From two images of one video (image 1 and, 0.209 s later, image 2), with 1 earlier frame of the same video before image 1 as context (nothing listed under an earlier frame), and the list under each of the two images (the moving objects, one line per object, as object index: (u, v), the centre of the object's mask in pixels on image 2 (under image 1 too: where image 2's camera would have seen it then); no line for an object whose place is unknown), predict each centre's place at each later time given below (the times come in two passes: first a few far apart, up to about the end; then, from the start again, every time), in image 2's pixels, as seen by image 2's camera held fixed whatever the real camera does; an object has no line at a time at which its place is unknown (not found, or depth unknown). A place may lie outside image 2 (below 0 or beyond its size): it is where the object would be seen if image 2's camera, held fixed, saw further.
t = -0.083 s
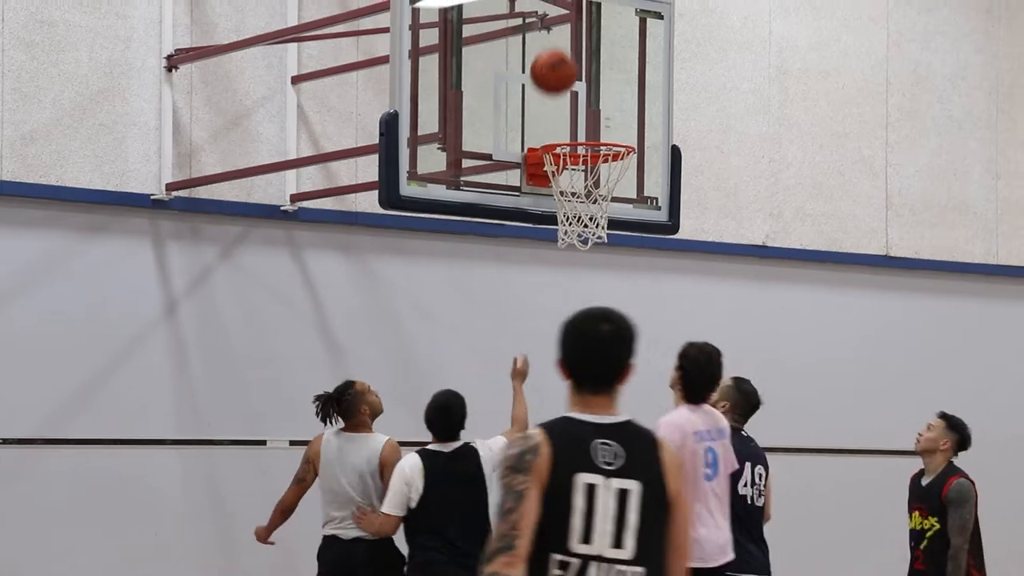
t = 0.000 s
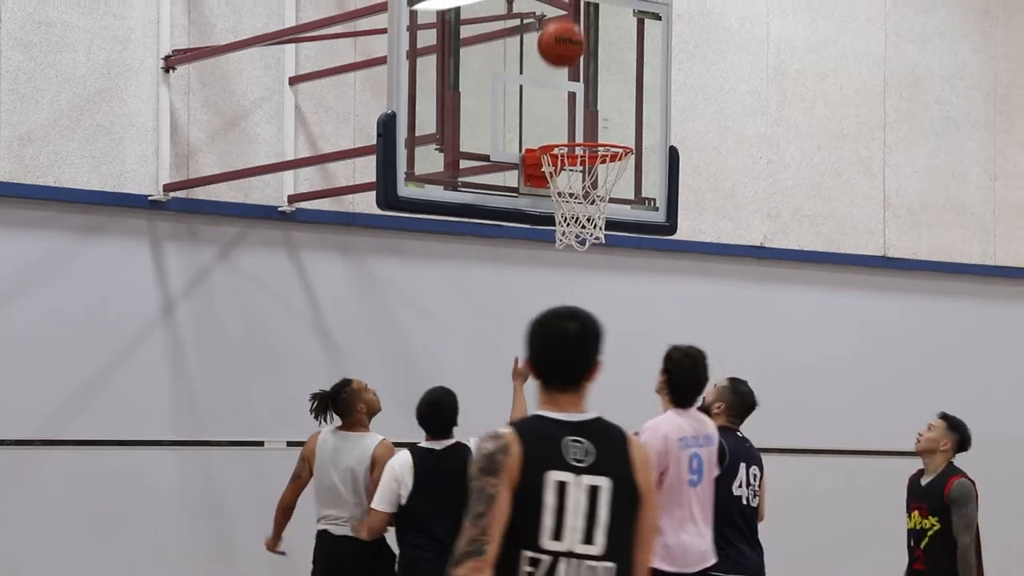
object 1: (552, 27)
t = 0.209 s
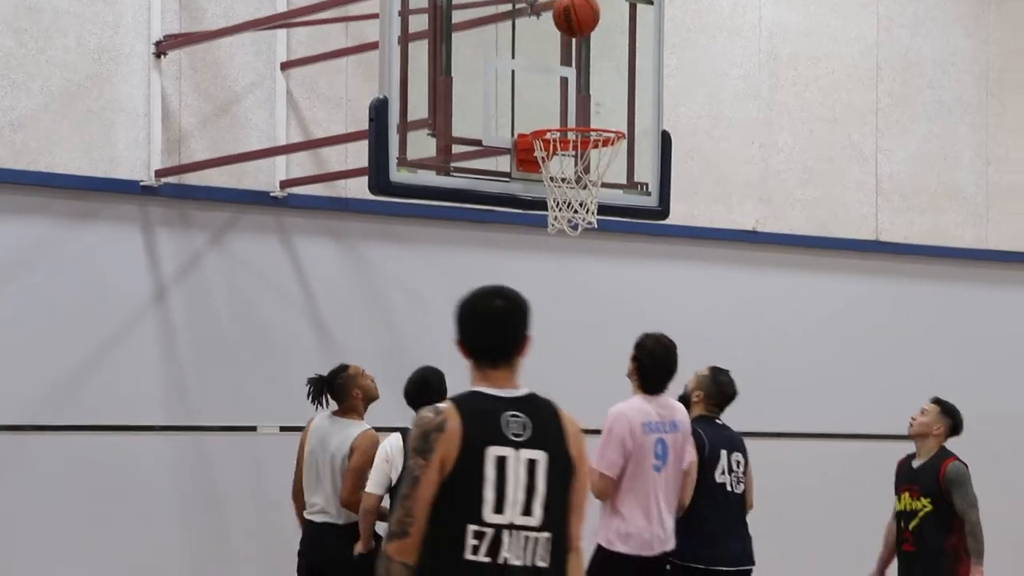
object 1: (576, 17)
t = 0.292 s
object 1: (585, 30)
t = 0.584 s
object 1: (576, 111)
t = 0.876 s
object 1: (597, 112)
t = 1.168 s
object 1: (563, 164)
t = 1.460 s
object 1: (564, 257)
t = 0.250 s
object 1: (581, 21)
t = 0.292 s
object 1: (585, 30)
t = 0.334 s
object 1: (590, 43)
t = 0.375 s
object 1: (594, 60)
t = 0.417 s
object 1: (598, 80)
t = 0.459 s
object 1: (603, 104)
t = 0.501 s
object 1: (600, 111)
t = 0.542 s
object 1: (588, 111)
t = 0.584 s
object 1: (576, 111)
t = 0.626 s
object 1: (565, 113)
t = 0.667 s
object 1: (556, 115)
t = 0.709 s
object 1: (564, 111)
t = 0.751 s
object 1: (573, 108)
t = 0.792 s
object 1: (581, 108)
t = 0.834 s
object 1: (589, 109)
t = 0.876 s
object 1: (597, 112)
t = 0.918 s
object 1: (593, 111)
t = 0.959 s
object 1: (587, 111)
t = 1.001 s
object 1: (582, 114)
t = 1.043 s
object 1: (576, 117)
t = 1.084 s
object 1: (572, 136)
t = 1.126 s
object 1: (565, 151)
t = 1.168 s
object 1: (563, 164)
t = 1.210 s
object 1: (556, 177)
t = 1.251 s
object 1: (555, 189)
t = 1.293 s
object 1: (554, 198)
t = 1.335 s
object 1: (556, 210)
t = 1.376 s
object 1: (560, 226)
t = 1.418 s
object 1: (562, 240)
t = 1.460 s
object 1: (564, 257)
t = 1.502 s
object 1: (566, 280)
